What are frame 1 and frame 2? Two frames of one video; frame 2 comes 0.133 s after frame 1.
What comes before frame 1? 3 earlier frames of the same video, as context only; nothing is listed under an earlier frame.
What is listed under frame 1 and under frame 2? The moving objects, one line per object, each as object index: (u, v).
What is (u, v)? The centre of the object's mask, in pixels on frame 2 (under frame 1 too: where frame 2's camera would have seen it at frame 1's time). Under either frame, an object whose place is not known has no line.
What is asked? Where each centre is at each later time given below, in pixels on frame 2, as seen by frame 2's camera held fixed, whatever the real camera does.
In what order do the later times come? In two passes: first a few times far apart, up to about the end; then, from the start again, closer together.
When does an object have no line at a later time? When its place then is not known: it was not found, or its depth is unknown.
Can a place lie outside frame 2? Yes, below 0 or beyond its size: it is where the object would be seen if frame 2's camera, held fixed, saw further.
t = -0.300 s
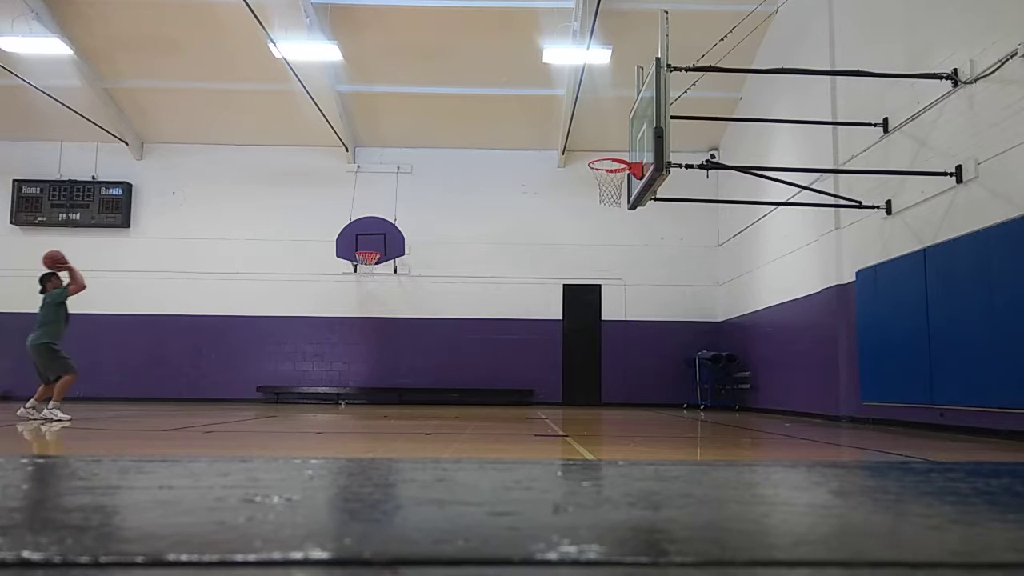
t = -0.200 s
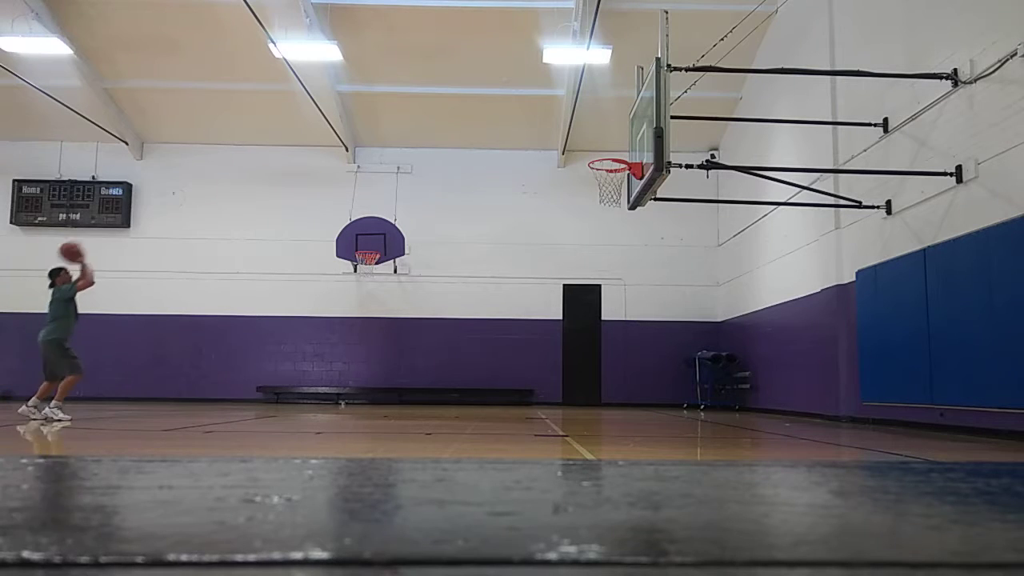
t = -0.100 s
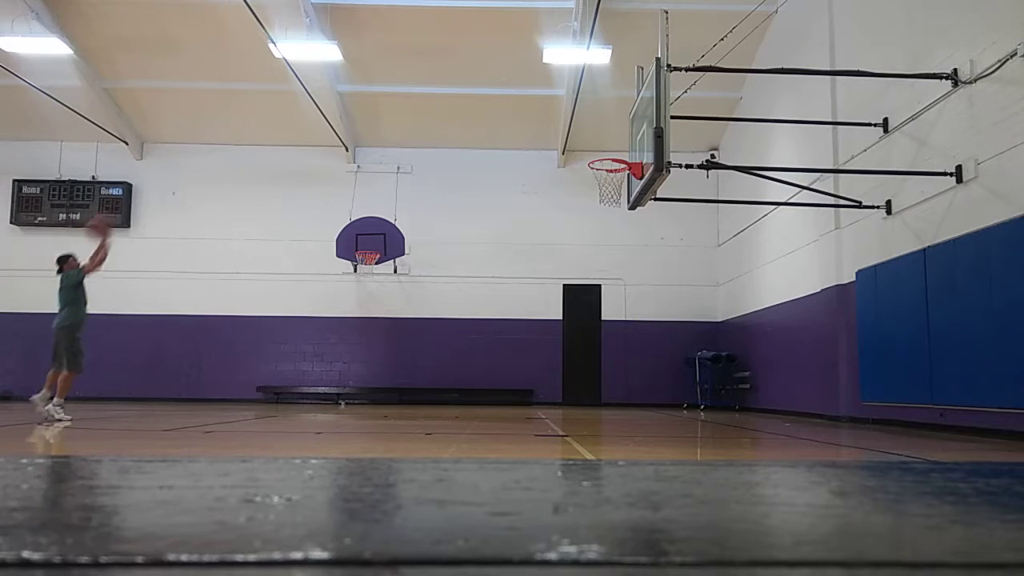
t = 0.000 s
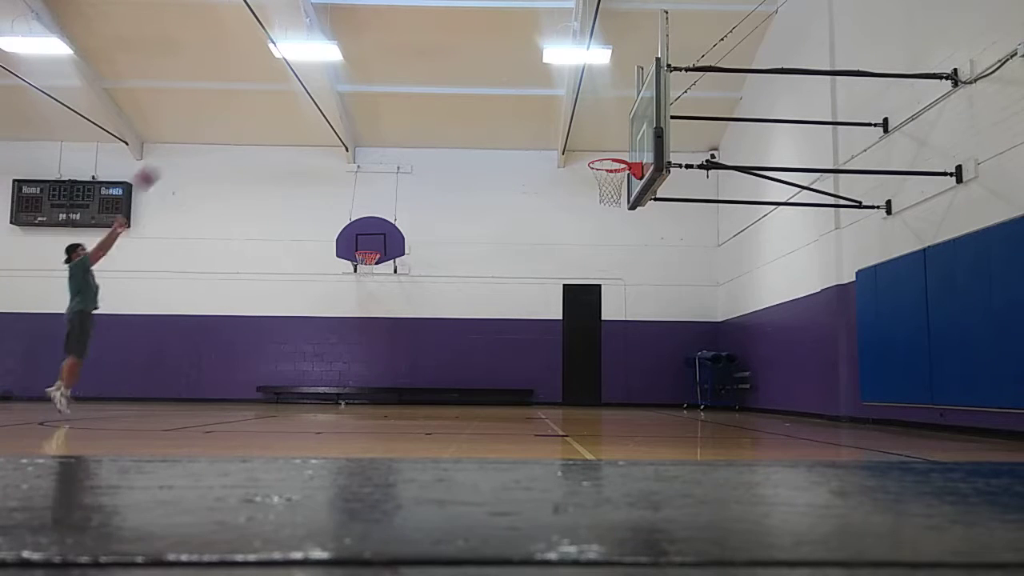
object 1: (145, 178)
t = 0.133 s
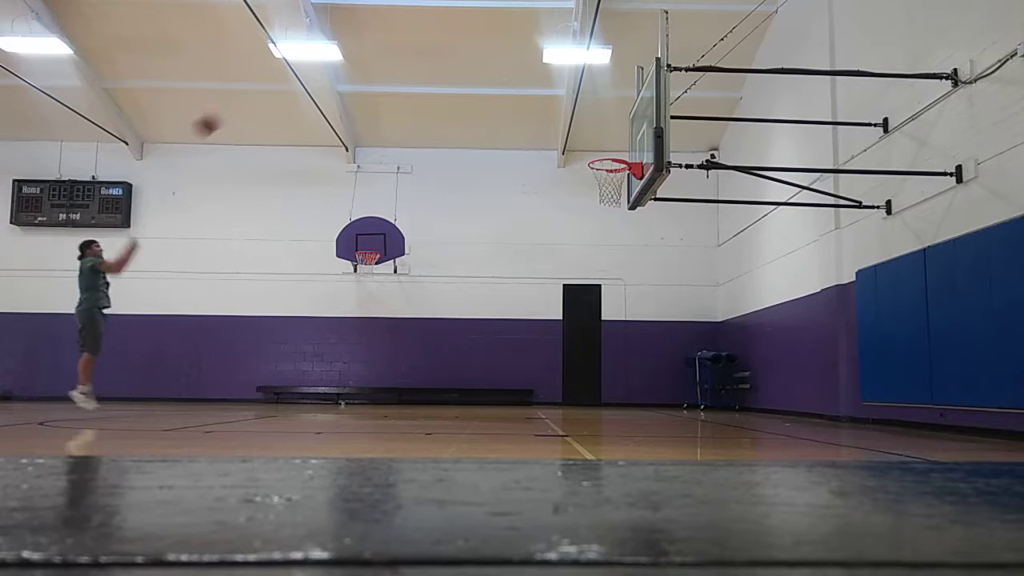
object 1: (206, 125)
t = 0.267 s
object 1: (267, 86)
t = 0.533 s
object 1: (379, 49)
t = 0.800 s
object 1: (487, 68)
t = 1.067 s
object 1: (595, 143)
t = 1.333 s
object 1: (588, 174)
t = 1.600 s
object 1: (600, 202)
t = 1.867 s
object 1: (625, 281)
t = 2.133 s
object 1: (651, 414)
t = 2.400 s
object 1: (667, 316)
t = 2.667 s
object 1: (683, 273)
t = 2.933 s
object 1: (699, 287)
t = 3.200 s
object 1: (715, 359)
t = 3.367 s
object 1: (726, 403)
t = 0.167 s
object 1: (222, 114)
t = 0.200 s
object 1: (237, 104)
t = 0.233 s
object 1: (252, 94)
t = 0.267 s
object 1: (267, 86)
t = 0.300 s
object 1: (280, 79)
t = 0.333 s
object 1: (293, 72)
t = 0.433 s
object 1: (341, 56)
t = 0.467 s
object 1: (352, 53)
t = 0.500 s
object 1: (366, 51)
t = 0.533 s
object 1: (379, 49)
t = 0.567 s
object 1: (393, 49)
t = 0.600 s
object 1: (407, 49)
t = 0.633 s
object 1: (420, 50)
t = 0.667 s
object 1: (434, 52)
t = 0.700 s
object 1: (447, 54)
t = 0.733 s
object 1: (461, 58)
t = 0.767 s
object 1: (475, 63)
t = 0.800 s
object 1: (487, 68)
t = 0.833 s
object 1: (501, 75)
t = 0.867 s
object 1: (514, 81)
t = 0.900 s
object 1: (528, 89)
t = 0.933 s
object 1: (542, 100)
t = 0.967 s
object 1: (554, 108)
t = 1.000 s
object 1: (570, 120)
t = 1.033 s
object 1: (583, 132)
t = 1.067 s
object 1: (595, 143)
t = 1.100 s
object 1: (609, 152)
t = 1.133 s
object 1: (616, 169)
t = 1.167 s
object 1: (607, 179)
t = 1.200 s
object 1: (600, 183)
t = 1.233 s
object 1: (594, 180)
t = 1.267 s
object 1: (591, 177)
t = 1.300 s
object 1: (589, 175)
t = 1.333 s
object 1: (588, 174)
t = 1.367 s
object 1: (588, 175)
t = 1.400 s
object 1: (589, 177)
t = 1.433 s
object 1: (590, 179)
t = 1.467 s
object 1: (591, 183)
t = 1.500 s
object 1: (592, 187)
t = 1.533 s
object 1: (595, 191)
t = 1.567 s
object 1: (598, 196)
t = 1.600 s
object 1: (600, 202)
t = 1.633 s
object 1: (603, 209)
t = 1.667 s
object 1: (607, 217)
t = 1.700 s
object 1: (610, 225)
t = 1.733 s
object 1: (613, 235)
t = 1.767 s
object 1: (616, 245)
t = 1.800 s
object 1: (620, 256)
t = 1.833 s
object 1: (622, 268)
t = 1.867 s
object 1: (625, 281)
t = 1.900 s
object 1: (628, 294)
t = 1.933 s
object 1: (632, 309)
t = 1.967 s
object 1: (633, 325)
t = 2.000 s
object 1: (638, 343)
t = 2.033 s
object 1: (640, 360)
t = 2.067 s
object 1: (643, 378)
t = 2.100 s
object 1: (647, 398)
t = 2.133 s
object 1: (651, 414)
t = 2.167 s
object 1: (652, 400)
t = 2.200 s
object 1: (655, 388)
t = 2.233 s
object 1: (655, 372)
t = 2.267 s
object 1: (658, 359)
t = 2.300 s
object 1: (660, 346)
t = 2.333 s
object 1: (662, 336)
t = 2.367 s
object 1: (665, 326)
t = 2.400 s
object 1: (667, 316)
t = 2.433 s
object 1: (670, 307)
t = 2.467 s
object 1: (671, 299)
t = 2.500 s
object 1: (673, 293)
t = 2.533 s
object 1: (675, 287)
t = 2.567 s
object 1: (677, 282)
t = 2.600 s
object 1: (679, 278)
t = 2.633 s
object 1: (681, 275)
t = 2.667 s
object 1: (683, 273)
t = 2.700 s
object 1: (685, 272)
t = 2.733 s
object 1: (687, 271)
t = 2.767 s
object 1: (689, 271)
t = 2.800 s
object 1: (691, 273)
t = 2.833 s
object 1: (693, 275)
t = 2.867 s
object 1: (695, 278)
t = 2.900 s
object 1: (697, 282)
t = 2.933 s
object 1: (699, 287)
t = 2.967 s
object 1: (701, 293)
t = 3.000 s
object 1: (703, 299)
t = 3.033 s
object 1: (705, 307)
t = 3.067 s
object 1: (708, 316)
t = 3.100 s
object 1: (709, 326)
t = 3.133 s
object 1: (711, 335)
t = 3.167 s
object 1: (713, 346)
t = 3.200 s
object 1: (715, 359)
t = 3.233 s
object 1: (717, 373)
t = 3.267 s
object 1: (719, 387)
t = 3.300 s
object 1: (721, 400)
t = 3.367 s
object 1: (726, 403)
